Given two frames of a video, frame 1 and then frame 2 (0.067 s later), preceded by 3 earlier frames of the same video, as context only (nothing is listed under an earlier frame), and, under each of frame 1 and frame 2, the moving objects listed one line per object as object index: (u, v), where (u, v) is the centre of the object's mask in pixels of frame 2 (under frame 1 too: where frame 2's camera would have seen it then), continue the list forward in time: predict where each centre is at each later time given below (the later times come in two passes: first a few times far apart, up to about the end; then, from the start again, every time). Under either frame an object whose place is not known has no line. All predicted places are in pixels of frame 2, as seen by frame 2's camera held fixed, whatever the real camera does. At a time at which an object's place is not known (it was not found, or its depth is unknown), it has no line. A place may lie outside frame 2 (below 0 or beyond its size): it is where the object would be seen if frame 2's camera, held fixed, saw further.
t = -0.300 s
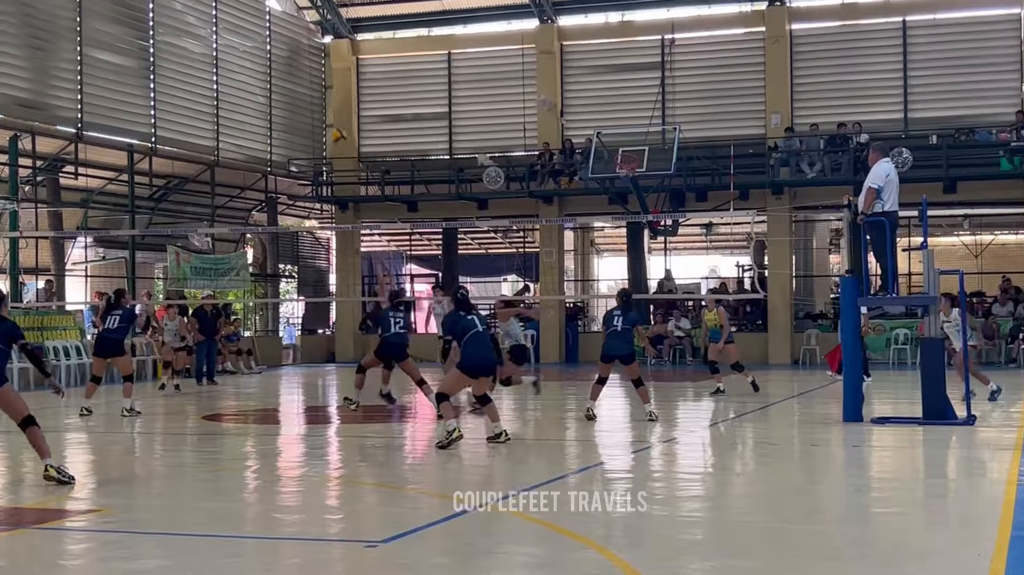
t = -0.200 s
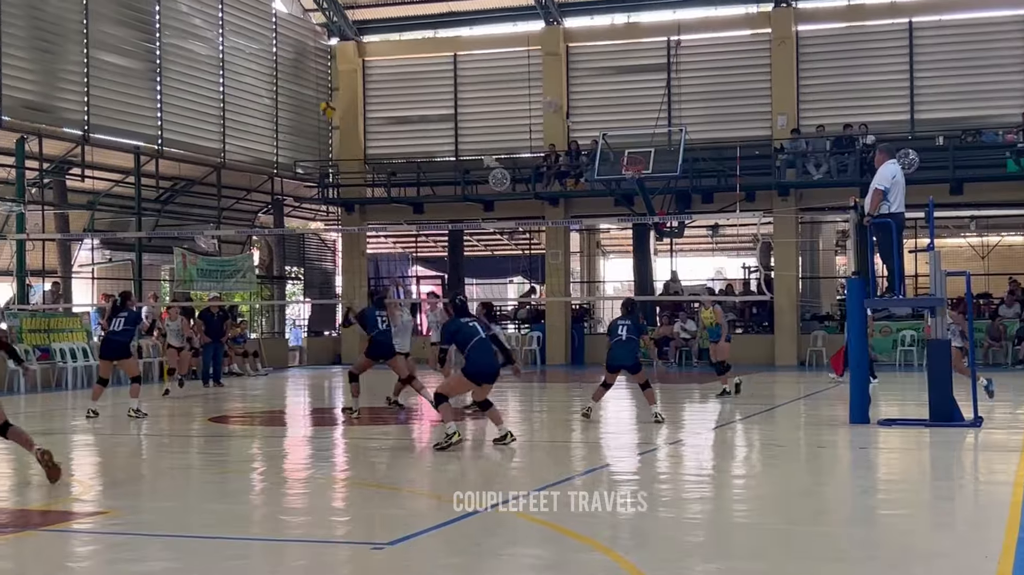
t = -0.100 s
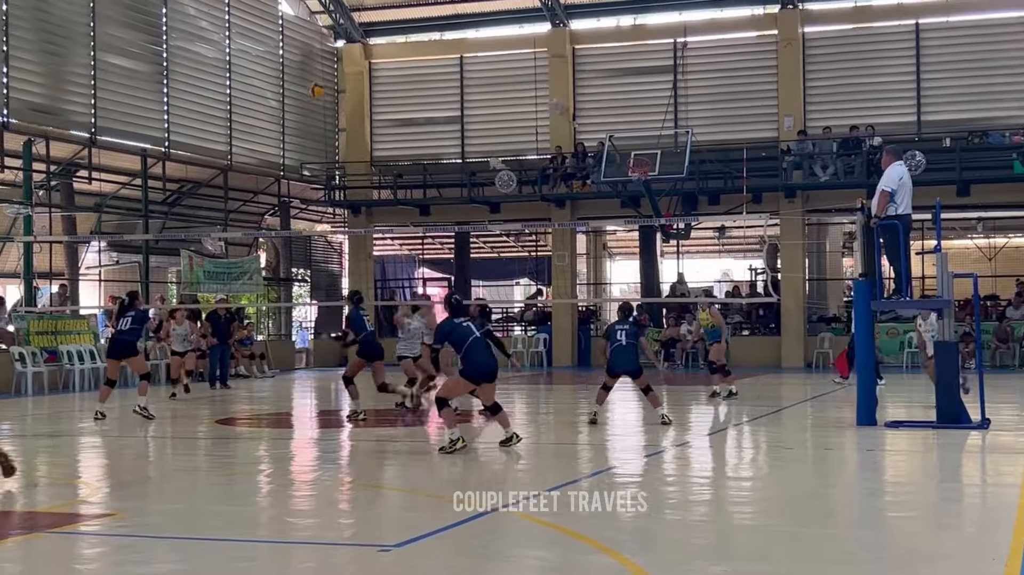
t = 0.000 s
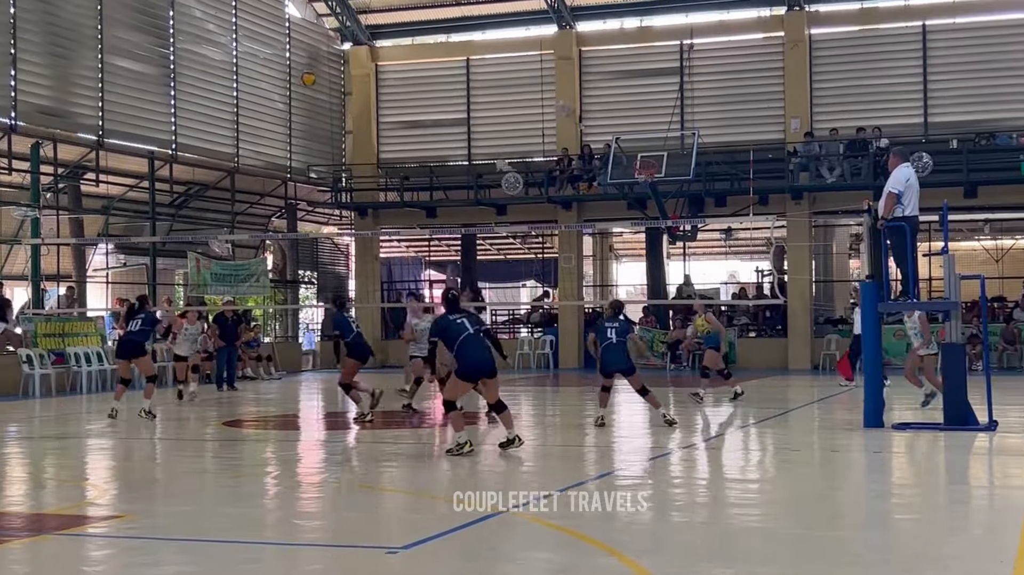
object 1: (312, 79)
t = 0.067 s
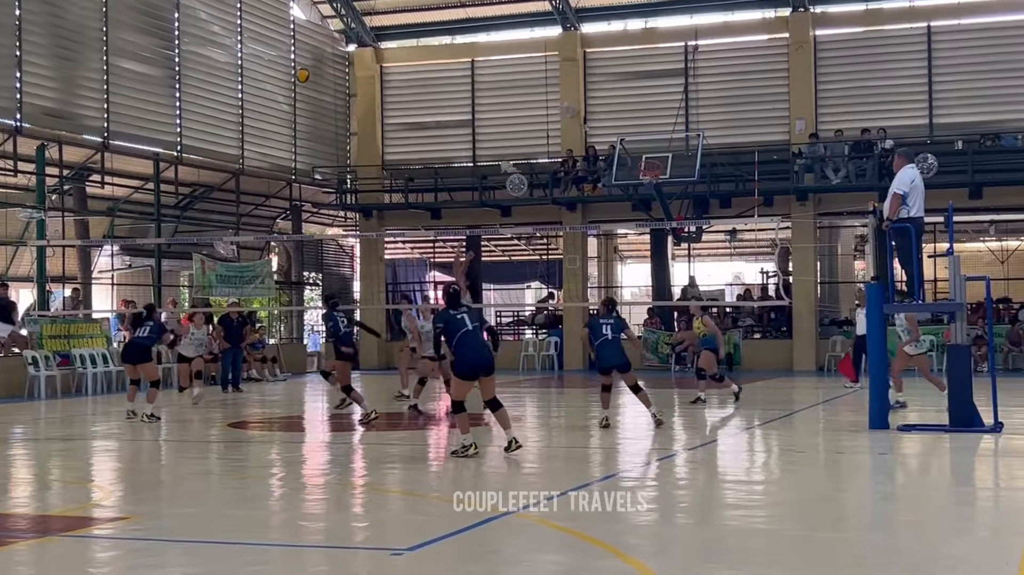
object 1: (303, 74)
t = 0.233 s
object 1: (277, 76)
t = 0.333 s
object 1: (264, 87)
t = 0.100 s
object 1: (297, 73)
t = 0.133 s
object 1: (292, 73)
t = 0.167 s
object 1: (286, 72)
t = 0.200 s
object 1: (281, 73)
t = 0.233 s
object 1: (277, 76)
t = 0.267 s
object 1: (273, 79)
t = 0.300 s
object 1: (268, 83)
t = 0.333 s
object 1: (264, 87)
